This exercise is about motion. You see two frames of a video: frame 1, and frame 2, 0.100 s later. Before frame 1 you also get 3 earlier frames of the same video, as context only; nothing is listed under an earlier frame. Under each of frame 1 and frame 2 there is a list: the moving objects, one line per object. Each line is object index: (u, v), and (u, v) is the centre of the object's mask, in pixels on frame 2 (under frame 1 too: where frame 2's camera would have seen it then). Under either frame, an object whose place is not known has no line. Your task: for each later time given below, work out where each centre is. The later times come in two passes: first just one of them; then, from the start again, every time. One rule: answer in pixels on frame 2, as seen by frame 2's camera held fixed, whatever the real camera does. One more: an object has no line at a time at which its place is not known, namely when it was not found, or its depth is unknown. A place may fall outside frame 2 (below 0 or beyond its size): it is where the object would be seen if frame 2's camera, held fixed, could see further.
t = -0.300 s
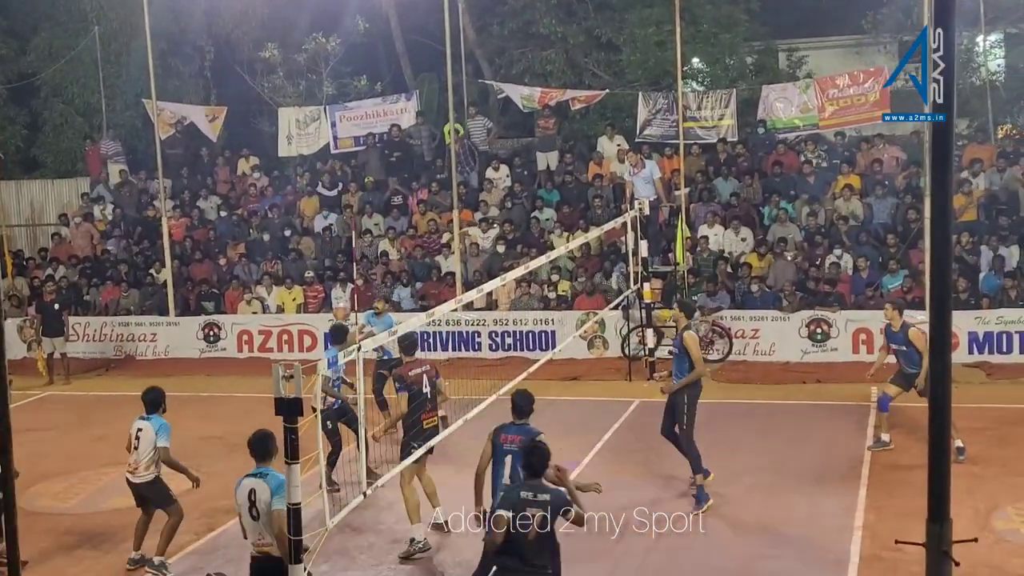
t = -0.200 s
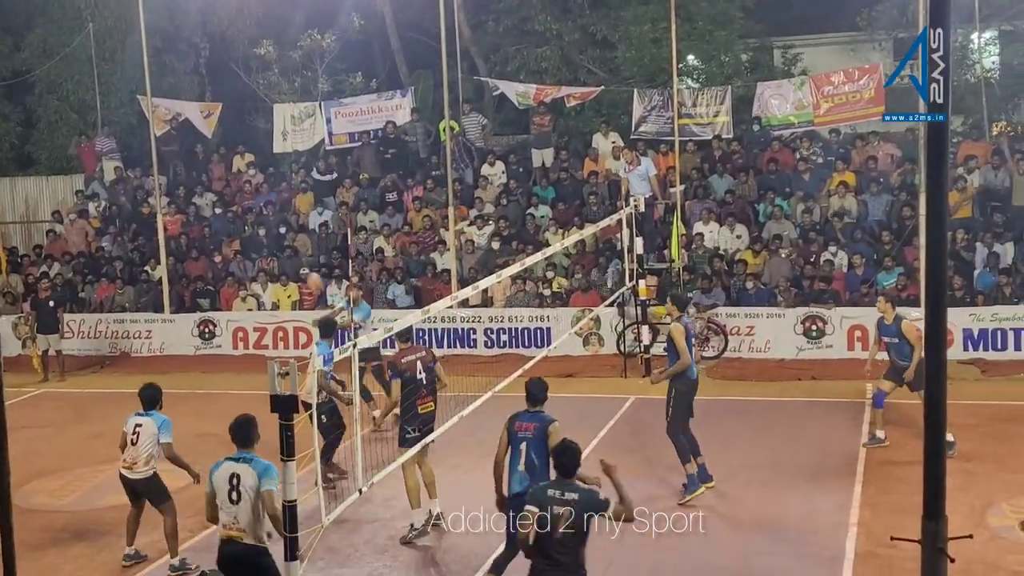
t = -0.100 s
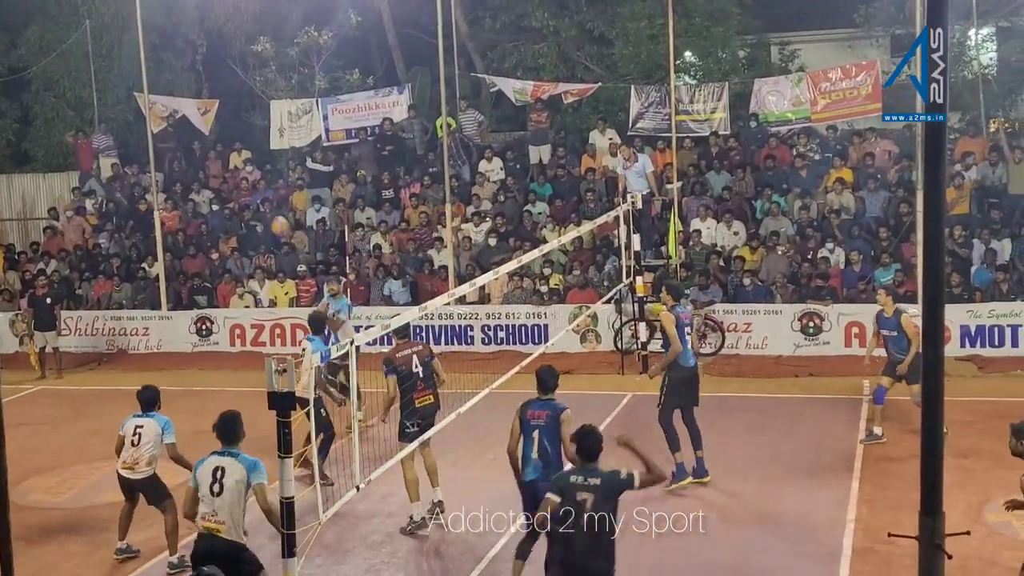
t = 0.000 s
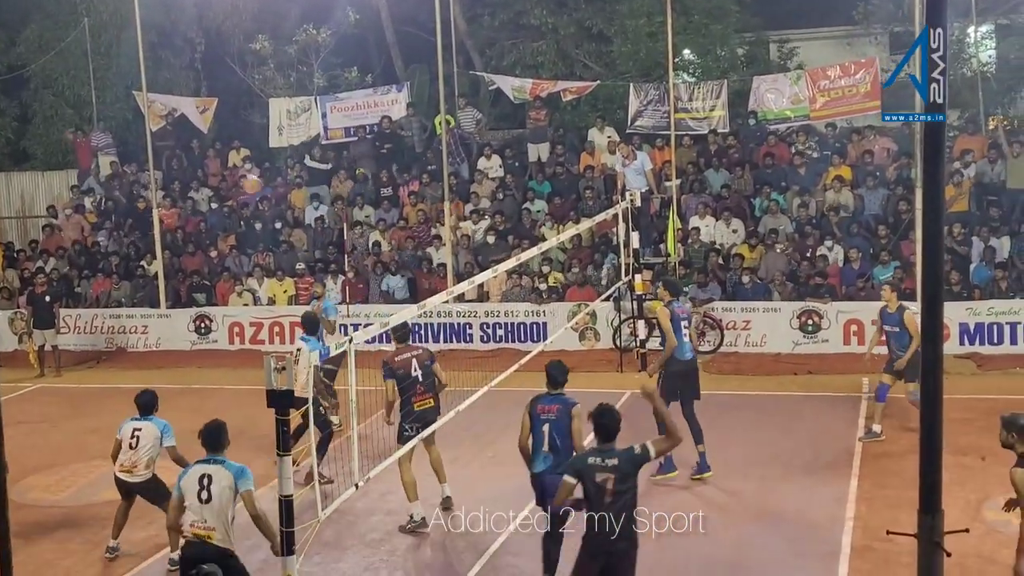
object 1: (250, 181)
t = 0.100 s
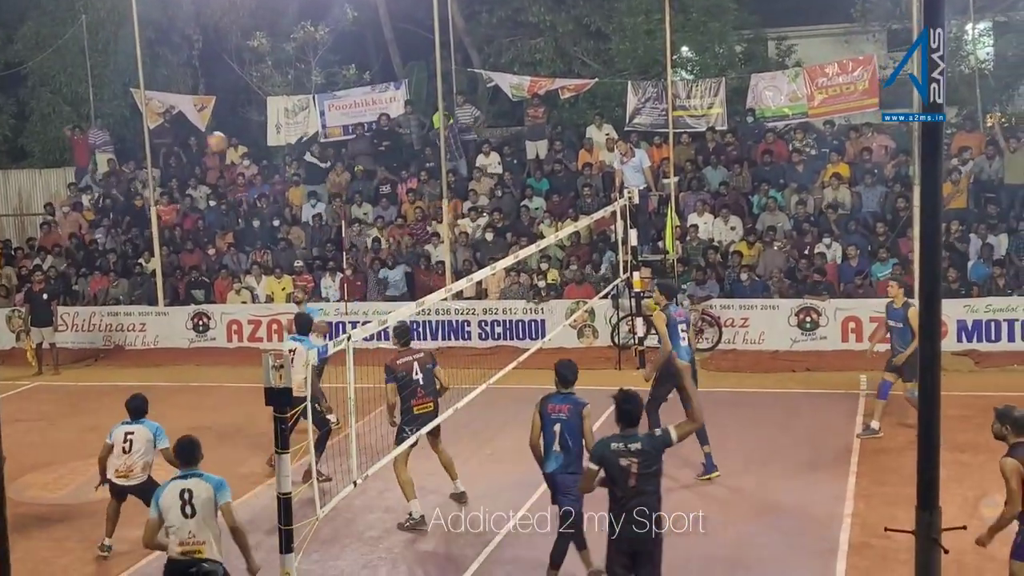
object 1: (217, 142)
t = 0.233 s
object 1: (167, 94)
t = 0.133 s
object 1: (206, 129)
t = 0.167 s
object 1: (188, 112)
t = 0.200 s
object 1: (177, 102)
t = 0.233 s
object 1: (167, 94)
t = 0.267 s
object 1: (156, 86)
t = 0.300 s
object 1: (144, 78)
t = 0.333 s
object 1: (139, 76)
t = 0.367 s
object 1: (127, 71)
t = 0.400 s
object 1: (110, 64)
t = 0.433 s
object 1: (98, 61)
